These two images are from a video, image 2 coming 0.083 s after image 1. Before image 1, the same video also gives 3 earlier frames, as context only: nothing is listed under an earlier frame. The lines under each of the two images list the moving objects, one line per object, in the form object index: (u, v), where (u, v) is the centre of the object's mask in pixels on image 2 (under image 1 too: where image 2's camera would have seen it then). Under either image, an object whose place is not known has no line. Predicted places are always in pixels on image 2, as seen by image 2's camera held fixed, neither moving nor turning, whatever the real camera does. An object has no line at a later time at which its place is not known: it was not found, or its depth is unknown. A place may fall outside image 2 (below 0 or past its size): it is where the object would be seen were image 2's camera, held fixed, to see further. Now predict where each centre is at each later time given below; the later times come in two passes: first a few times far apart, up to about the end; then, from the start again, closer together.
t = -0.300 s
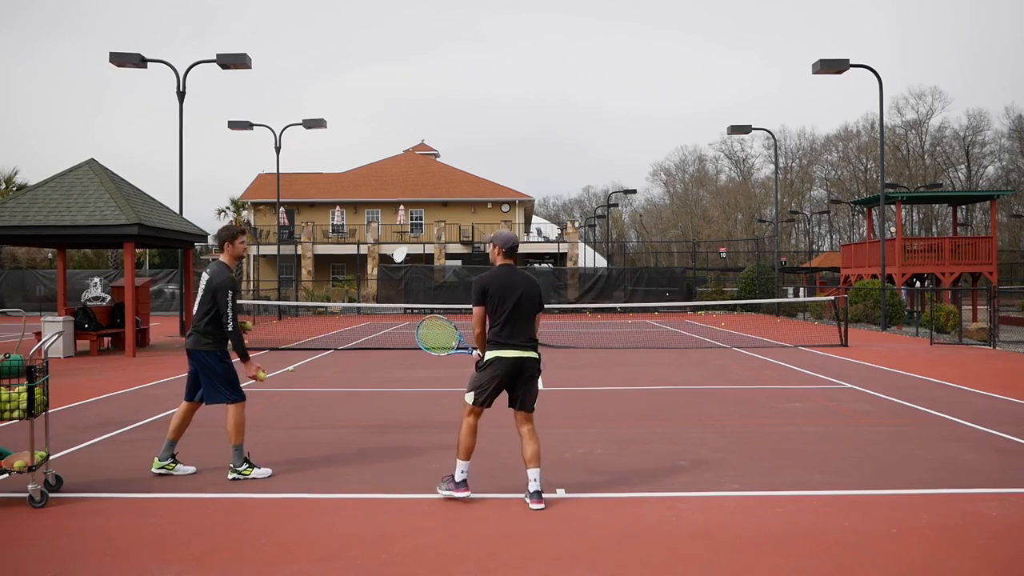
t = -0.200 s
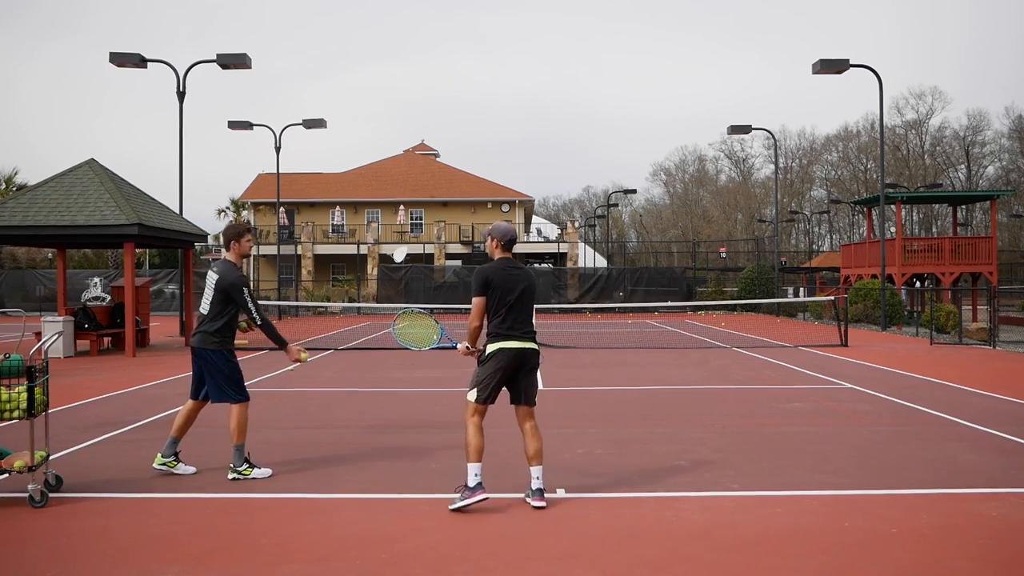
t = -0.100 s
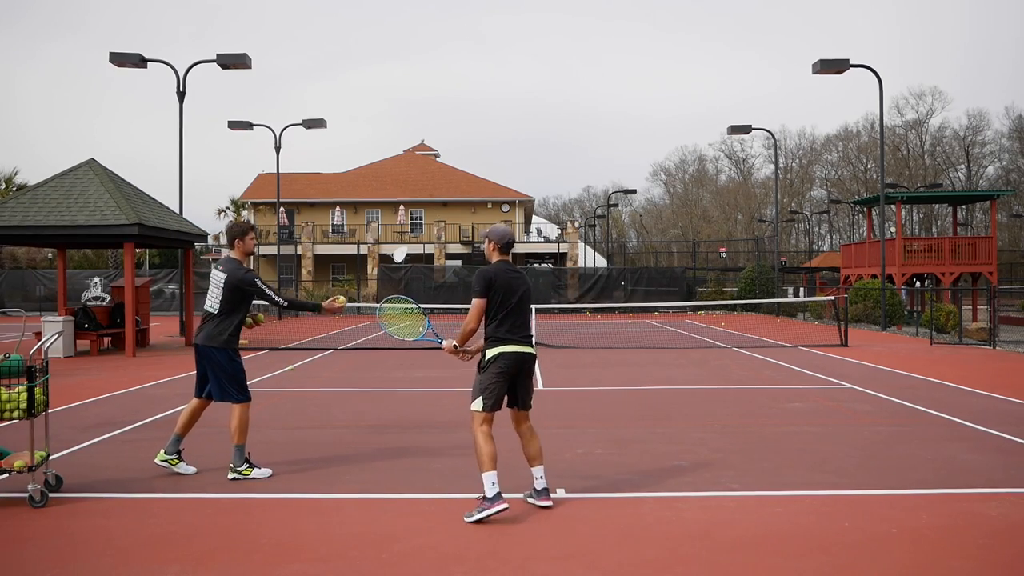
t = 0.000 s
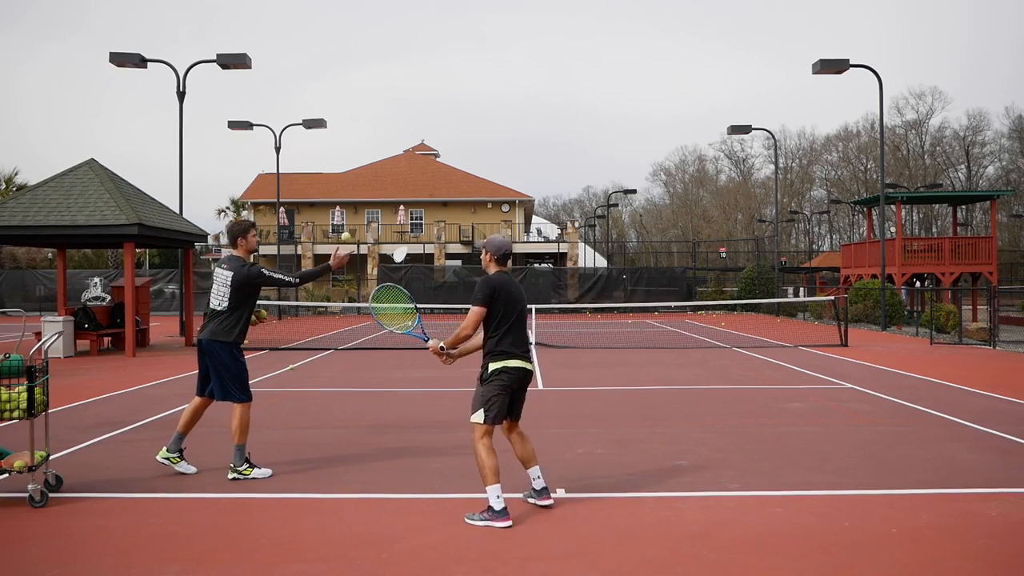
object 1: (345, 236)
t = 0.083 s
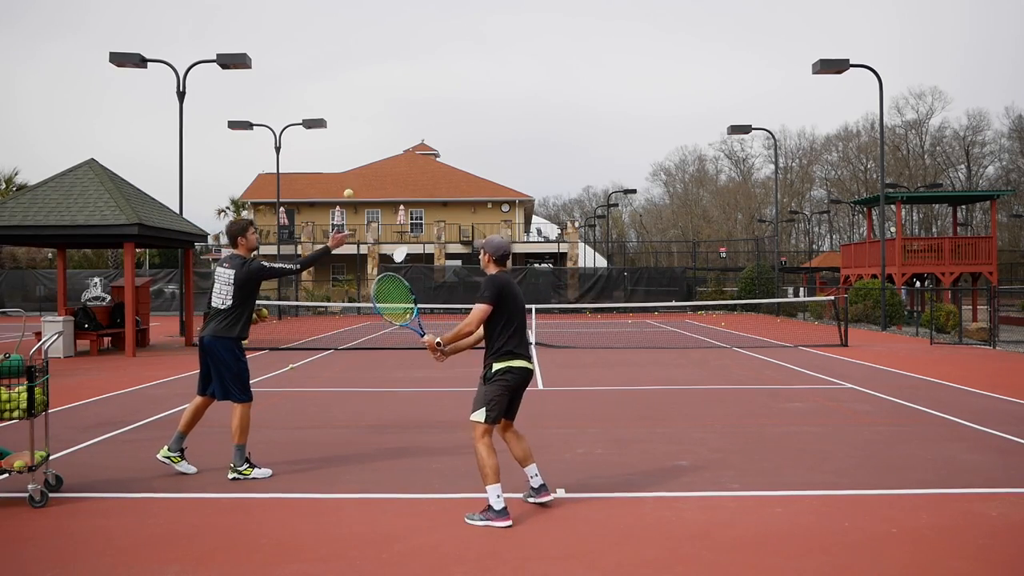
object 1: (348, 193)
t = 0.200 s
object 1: (352, 149)
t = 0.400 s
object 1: (358, 115)
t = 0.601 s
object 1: (363, 133)
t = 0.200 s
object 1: (352, 149)
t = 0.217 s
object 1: (352, 144)
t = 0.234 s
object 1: (353, 140)
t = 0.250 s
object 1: (353, 136)
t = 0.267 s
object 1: (354, 132)
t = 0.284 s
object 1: (355, 128)
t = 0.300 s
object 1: (355, 125)
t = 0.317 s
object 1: (355, 123)
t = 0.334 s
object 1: (356, 121)
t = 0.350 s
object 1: (356, 118)
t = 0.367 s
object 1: (357, 117)
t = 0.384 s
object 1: (357, 116)
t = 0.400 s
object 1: (358, 115)
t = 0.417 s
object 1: (358, 114)
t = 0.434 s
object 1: (358, 114)
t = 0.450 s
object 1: (359, 115)
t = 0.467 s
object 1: (359, 115)
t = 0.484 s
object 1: (360, 116)
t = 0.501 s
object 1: (360, 118)
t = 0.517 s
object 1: (361, 119)
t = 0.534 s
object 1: (361, 121)
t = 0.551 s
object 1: (361, 124)
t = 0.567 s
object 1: (362, 126)
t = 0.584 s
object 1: (362, 130)
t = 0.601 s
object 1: (363, 133)
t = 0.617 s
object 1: (363, 137)
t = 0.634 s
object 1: (363, 141)
